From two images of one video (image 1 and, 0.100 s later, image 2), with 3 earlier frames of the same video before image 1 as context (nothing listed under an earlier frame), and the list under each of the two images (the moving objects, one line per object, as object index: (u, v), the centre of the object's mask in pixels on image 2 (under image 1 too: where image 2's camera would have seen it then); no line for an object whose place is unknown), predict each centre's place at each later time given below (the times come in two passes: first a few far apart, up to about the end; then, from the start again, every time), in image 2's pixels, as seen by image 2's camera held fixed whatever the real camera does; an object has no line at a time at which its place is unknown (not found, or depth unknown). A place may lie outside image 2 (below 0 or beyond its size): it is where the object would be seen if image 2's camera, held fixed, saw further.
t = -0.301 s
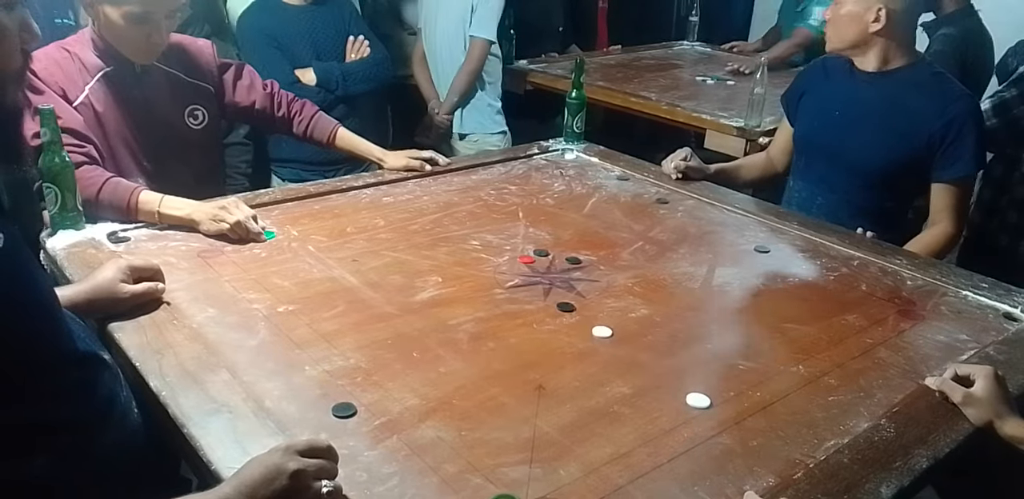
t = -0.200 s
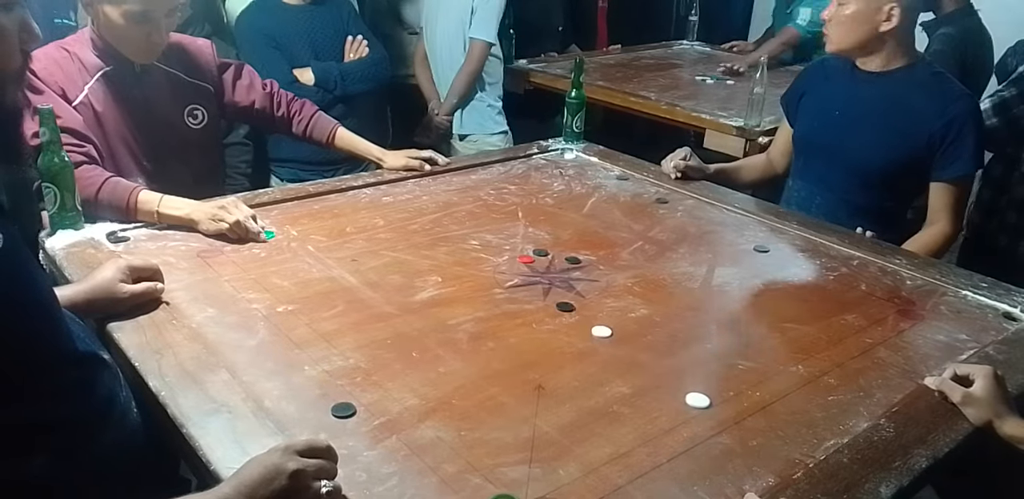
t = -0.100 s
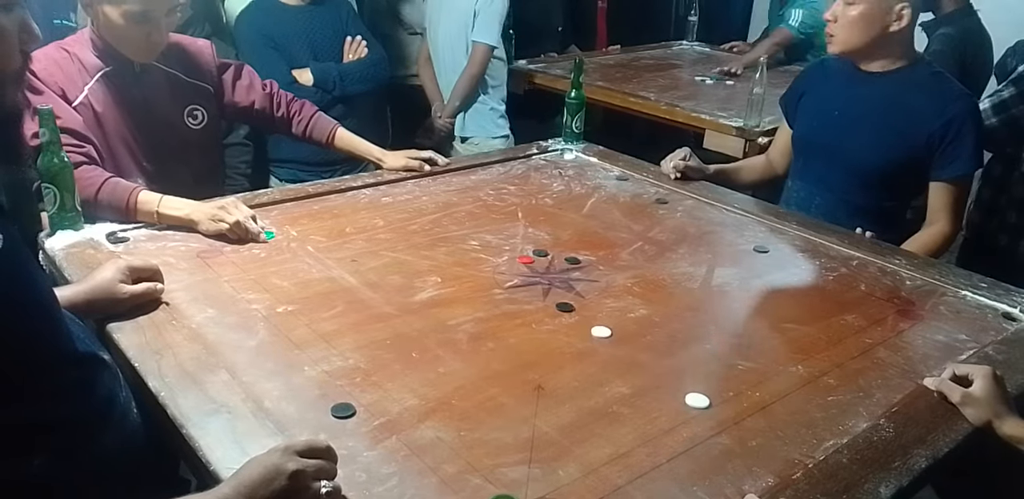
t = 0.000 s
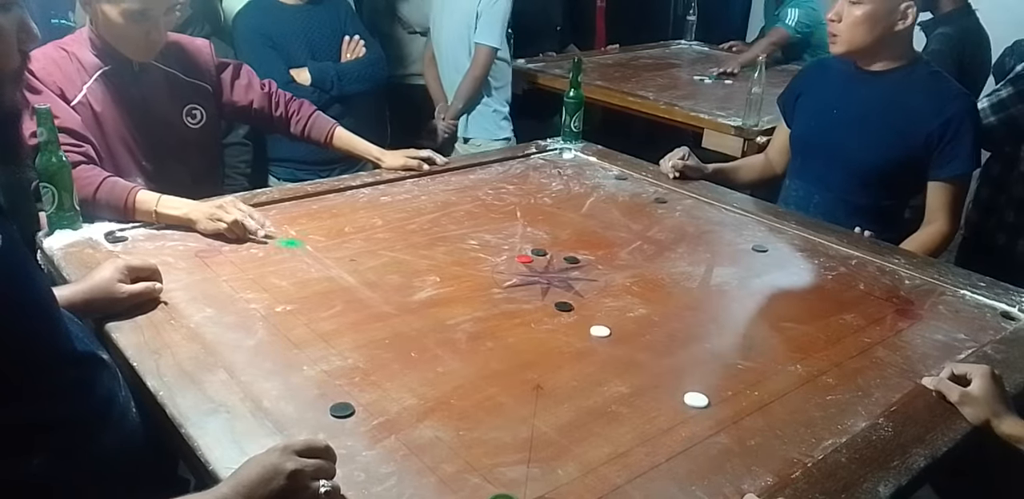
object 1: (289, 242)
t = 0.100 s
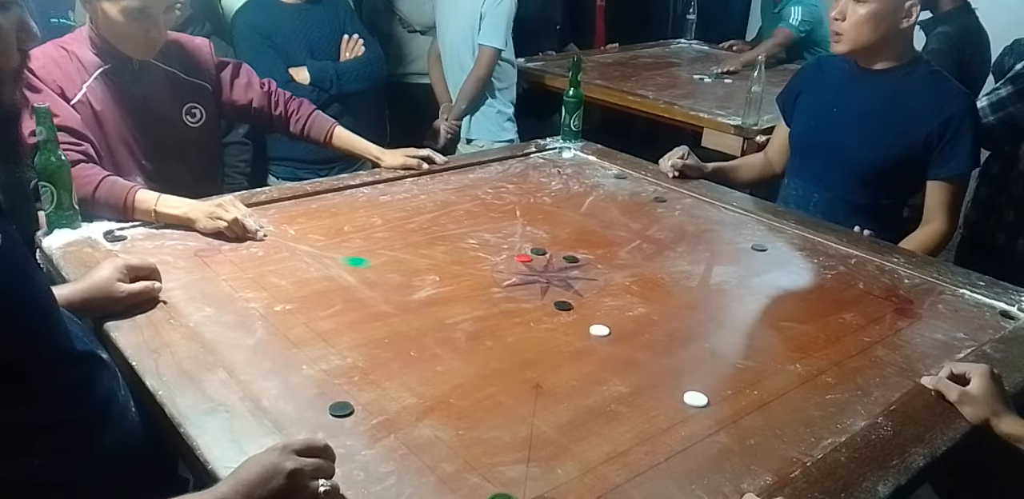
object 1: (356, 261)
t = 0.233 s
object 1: (441, 286)
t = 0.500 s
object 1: (574, 325)
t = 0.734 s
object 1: (590, 330)
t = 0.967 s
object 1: (590, 330)
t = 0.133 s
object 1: (380, 268)
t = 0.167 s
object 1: (400, 274)
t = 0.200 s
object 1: (422, 280)
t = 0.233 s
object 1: (441, 286)
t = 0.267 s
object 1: (461, 292)
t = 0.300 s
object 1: (479, 297)
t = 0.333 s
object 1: (497, 303)
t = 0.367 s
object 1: (515, 308)
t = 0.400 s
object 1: (531, 312)
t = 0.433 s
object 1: (546, 317)
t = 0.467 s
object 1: (561, 321)
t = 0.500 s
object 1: (574, 325)
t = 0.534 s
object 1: (581, 327)
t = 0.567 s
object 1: (585, 329)
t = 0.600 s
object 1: (588, 330)
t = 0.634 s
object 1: (589, 330)
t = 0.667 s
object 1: (590, 330)
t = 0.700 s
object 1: (590, 330)
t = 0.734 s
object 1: (590, 330)
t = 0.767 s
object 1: (590, 330)
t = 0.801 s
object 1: (590, 330)
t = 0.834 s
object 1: (590, 330)
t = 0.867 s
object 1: (590, 330)
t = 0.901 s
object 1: (590, 330)
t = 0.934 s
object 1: (590, 330)
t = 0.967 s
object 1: (590, 330)
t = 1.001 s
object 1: (590, 330)
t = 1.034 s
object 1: (590, 330)
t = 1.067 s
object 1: (590, 330)
